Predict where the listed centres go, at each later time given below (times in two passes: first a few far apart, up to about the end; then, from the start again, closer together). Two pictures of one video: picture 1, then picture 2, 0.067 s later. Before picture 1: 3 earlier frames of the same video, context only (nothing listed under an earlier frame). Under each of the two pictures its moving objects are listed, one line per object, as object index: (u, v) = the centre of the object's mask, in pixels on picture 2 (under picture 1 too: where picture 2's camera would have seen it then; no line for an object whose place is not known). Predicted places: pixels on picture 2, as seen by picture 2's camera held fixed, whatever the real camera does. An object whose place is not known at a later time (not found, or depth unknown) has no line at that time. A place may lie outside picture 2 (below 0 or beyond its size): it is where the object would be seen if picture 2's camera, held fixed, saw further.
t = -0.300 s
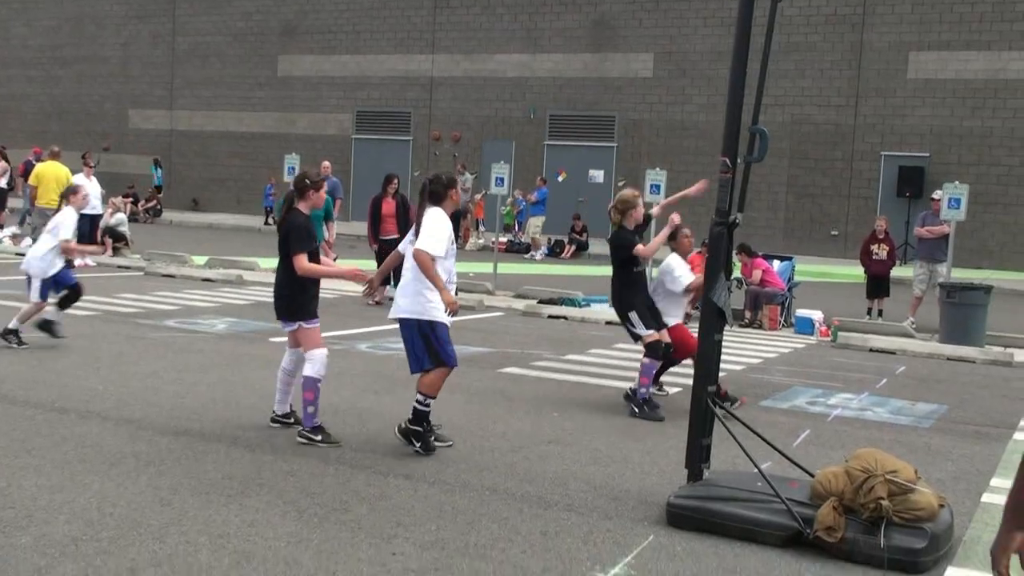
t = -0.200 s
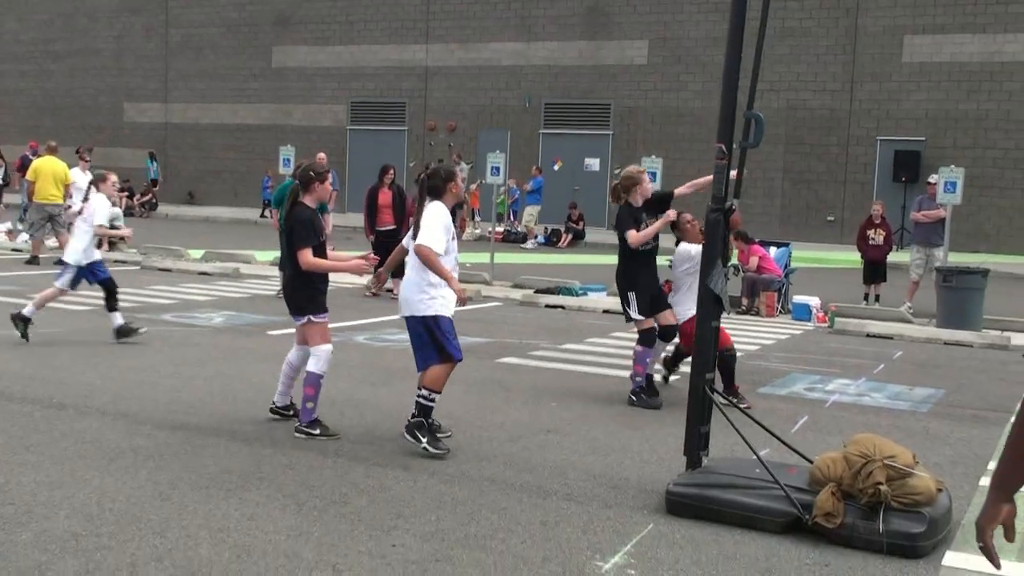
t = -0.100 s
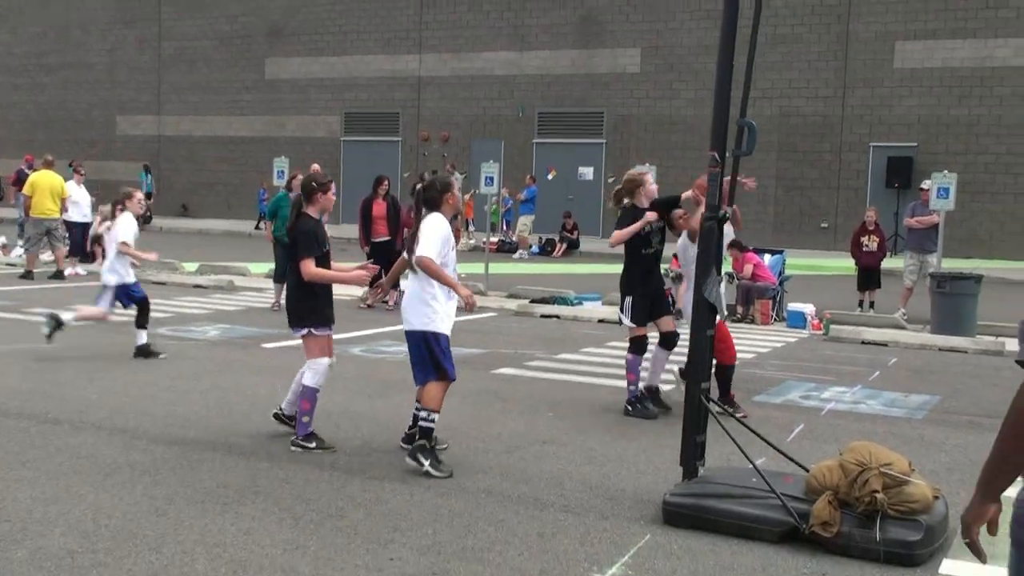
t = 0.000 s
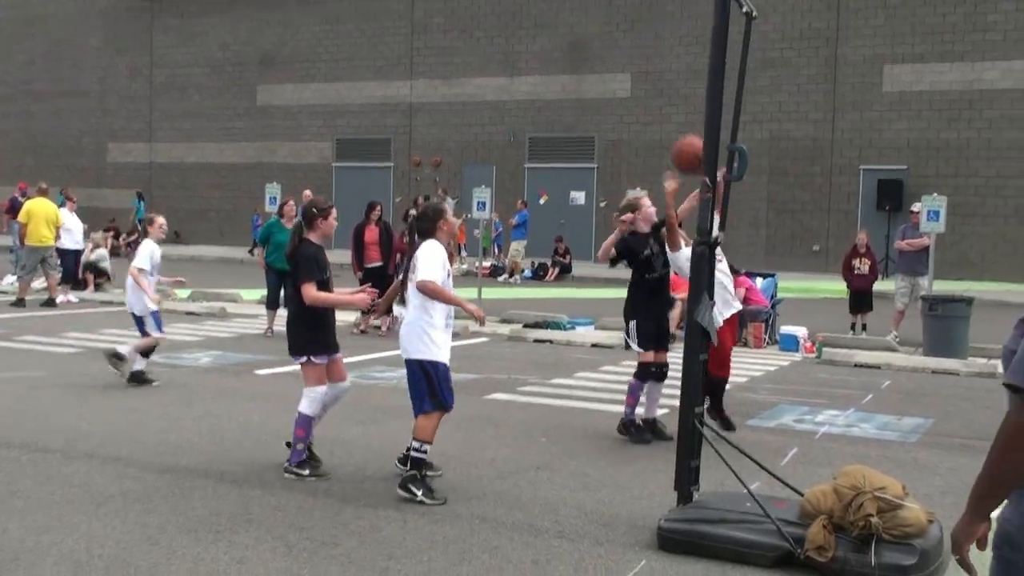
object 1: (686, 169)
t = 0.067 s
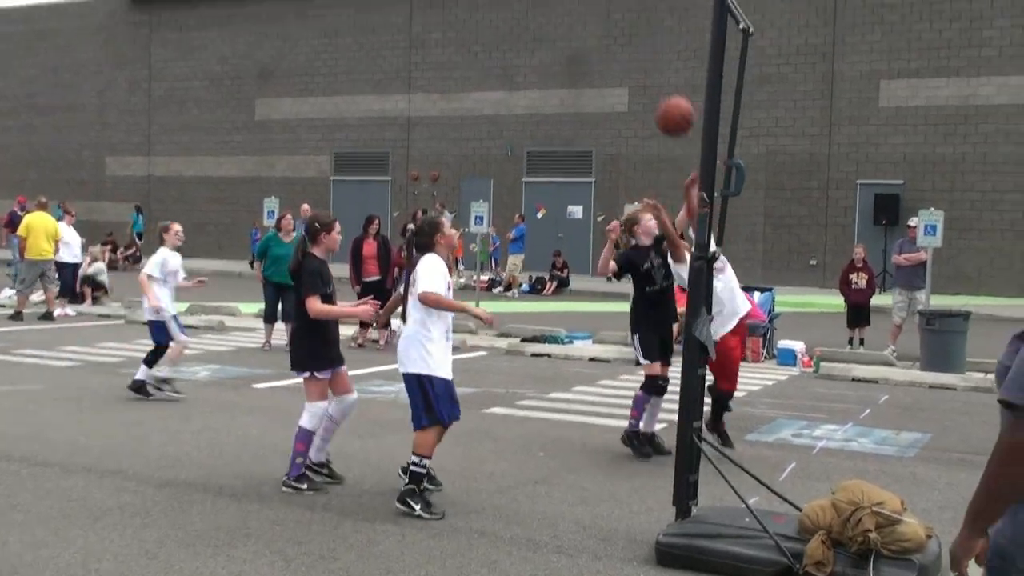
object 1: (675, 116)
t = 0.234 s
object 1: (637, -5)
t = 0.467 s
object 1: (597, 20)
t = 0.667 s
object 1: (575, 191)
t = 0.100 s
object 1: (668, 90)
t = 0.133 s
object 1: (661, 65)
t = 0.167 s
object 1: (653, 41)
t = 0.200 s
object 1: (645, 17)
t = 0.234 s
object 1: (637, -5)
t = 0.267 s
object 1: (631, -25)
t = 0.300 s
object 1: (628, -42)
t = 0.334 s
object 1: (618, -51)
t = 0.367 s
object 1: (617, -30)
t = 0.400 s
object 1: (609, -14)
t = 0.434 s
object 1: (602, 0)
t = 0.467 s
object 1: (597, 20)
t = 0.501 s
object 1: (594, 43)
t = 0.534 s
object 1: (590, 67)
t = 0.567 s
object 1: (587, 94)
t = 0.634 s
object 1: (578, 156)
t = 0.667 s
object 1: (575, 191)
